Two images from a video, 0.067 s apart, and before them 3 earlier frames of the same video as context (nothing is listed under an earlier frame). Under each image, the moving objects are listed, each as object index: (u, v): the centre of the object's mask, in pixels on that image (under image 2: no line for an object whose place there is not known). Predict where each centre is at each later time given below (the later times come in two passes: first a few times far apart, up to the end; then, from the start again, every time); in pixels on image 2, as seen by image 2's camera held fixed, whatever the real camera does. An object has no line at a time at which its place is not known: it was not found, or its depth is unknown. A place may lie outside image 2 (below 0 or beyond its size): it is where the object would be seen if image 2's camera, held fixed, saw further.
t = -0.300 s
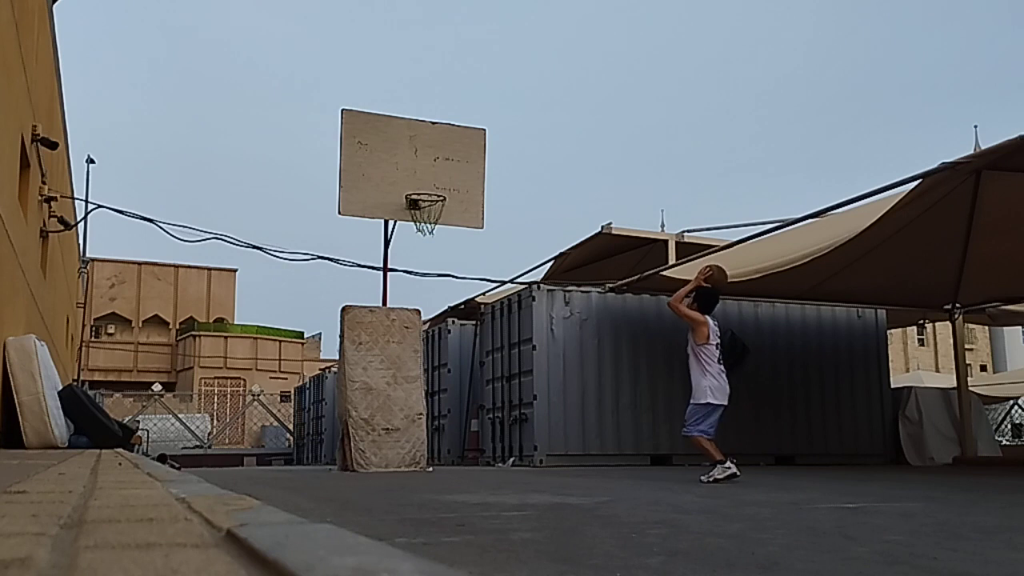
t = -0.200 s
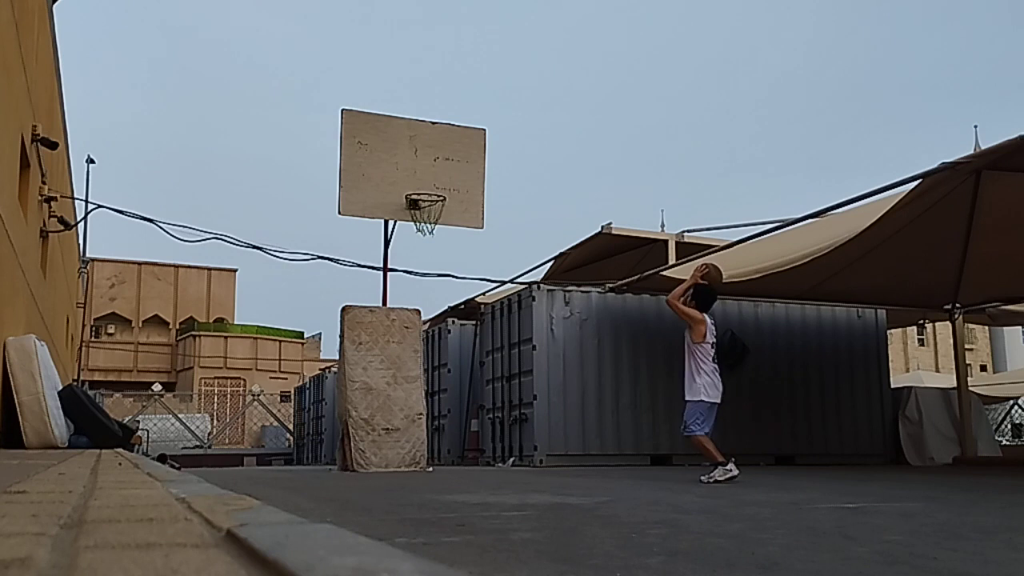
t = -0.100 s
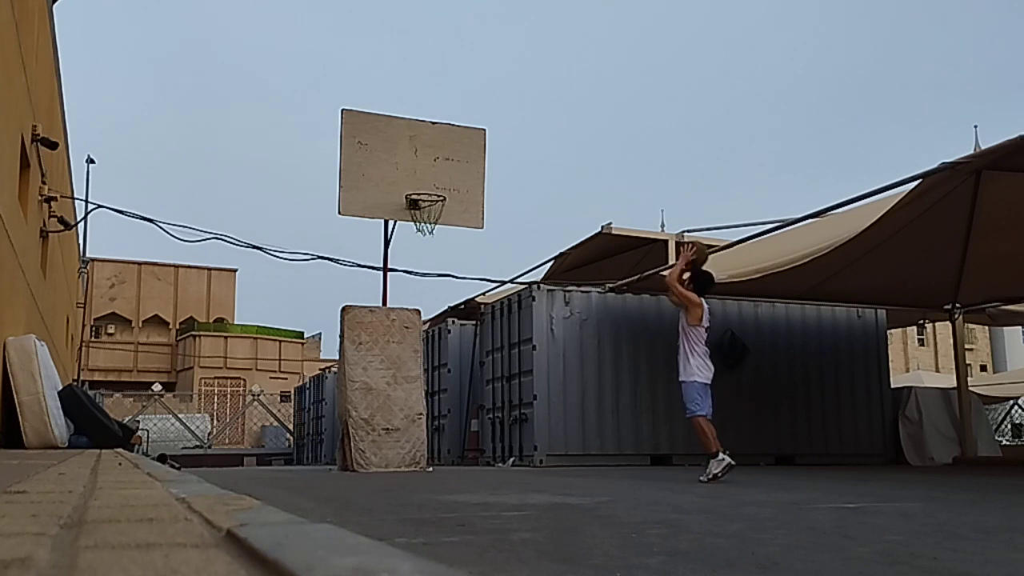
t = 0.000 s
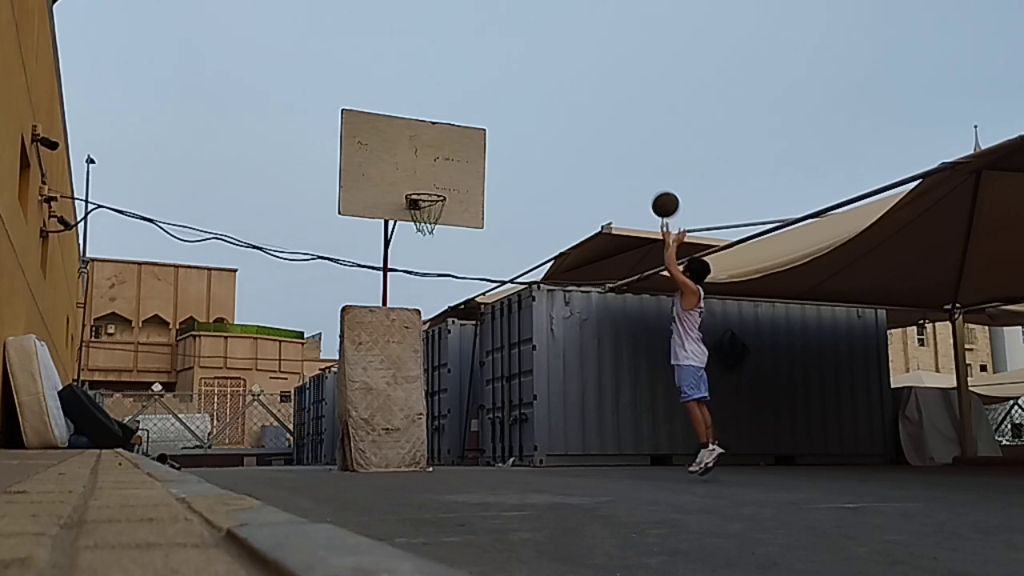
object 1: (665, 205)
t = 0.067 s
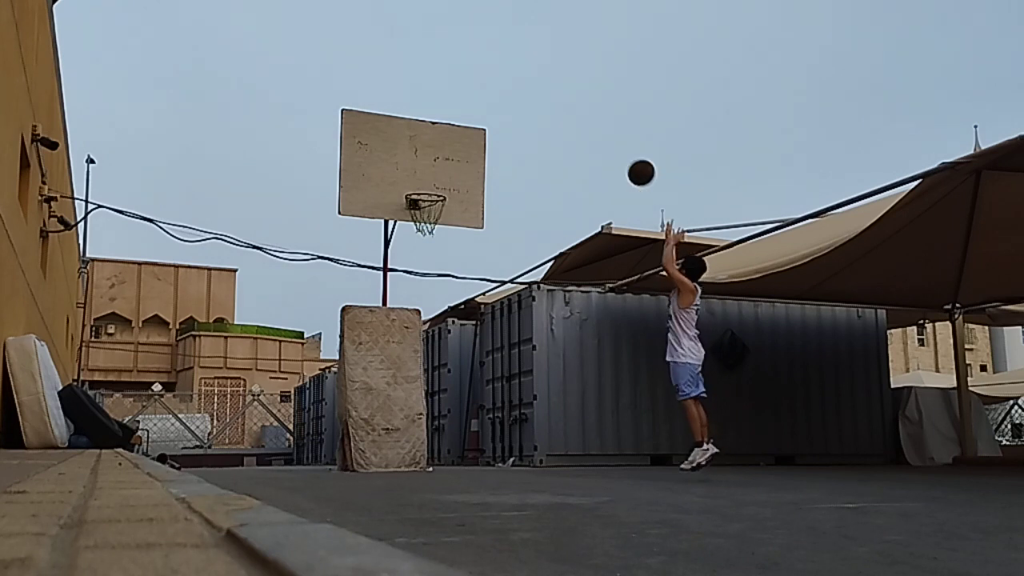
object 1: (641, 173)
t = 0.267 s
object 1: (576, 112)
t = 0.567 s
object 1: (496, 101)
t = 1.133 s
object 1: (447, 174)
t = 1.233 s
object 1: (465, 167)
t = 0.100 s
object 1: (629, 159)
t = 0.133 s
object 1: (618, 147)
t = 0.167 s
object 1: (607, 136)
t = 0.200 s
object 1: (597, 127)
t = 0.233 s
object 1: (586, 119)
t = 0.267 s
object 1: (576, 112)
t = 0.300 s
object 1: (566, 106)
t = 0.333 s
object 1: (557, 102)
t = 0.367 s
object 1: (548, 99)
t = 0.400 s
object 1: (539, 97)
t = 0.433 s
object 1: (530, 96)
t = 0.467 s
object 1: (521, 95)
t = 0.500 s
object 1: (512, 96)
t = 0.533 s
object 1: (504, 98)
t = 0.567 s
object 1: (496, 101)
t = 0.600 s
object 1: (488, 105)
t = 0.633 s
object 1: (480, 109)
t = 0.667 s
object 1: (472, 115)
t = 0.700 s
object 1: (465, 121)
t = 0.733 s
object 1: (457, 129)
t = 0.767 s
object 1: (450, 137)
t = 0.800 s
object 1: (442, 146)
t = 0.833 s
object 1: (435, 156)
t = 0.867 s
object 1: (428, 166)
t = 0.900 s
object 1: (421, 178)
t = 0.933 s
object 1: (415, 189)
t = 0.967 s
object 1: (418, 191)
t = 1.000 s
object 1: (423, 193)
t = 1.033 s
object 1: (429, 187)
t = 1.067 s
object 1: (435, 182)
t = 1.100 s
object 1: (441, 178)
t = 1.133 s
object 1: (447, 174)
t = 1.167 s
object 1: (453, 171)
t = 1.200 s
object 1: (459, 169)
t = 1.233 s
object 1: (465, 167)
